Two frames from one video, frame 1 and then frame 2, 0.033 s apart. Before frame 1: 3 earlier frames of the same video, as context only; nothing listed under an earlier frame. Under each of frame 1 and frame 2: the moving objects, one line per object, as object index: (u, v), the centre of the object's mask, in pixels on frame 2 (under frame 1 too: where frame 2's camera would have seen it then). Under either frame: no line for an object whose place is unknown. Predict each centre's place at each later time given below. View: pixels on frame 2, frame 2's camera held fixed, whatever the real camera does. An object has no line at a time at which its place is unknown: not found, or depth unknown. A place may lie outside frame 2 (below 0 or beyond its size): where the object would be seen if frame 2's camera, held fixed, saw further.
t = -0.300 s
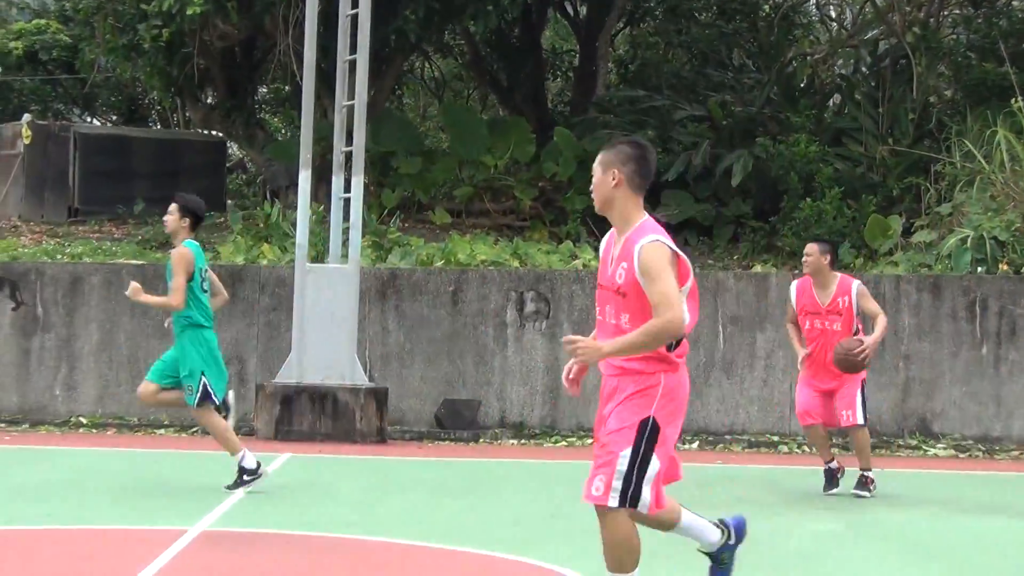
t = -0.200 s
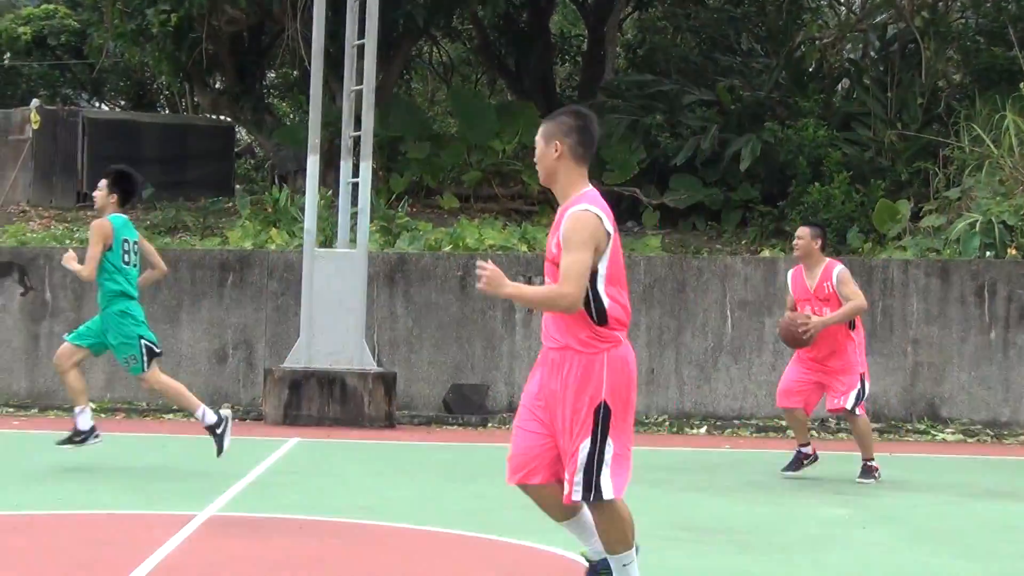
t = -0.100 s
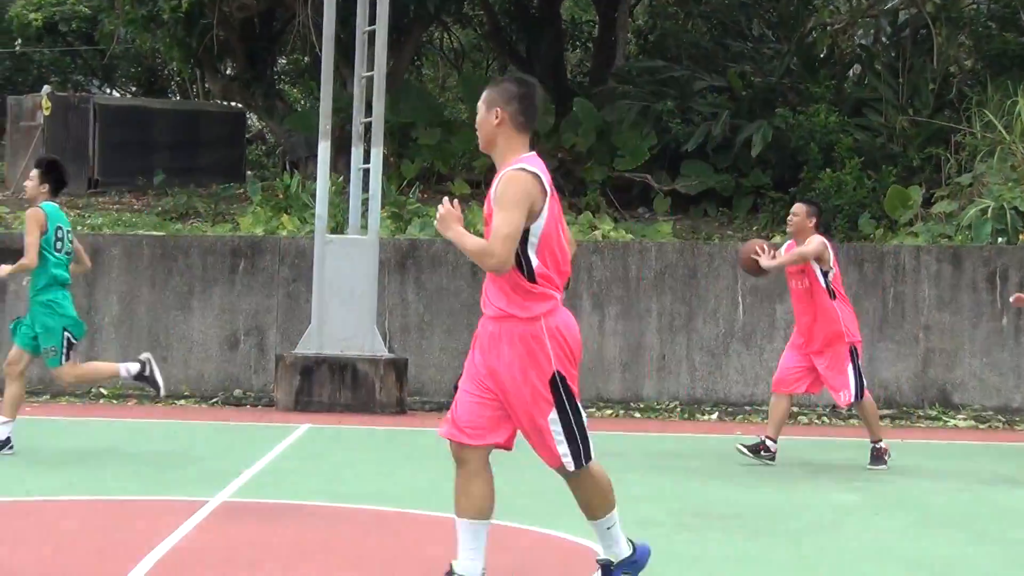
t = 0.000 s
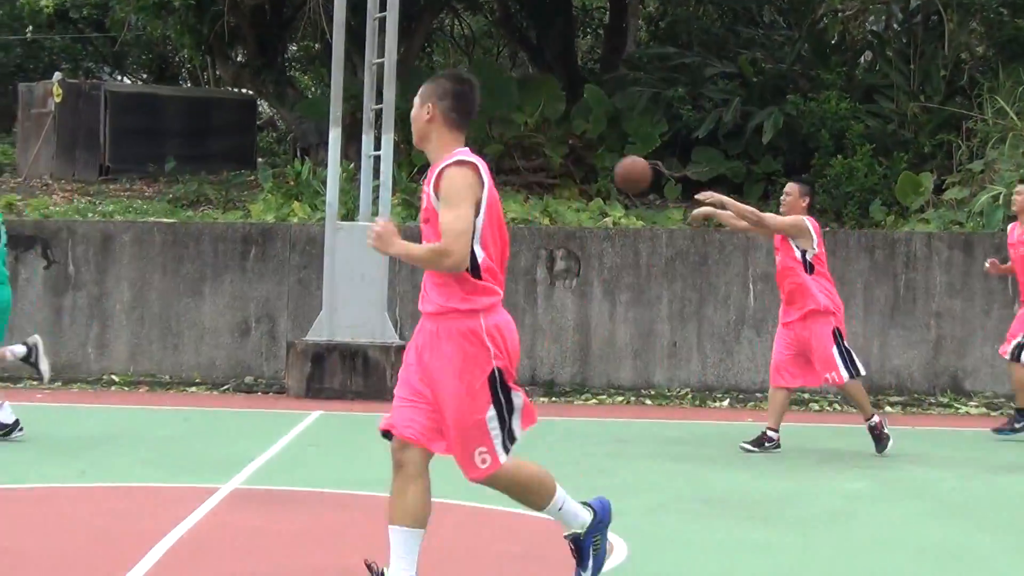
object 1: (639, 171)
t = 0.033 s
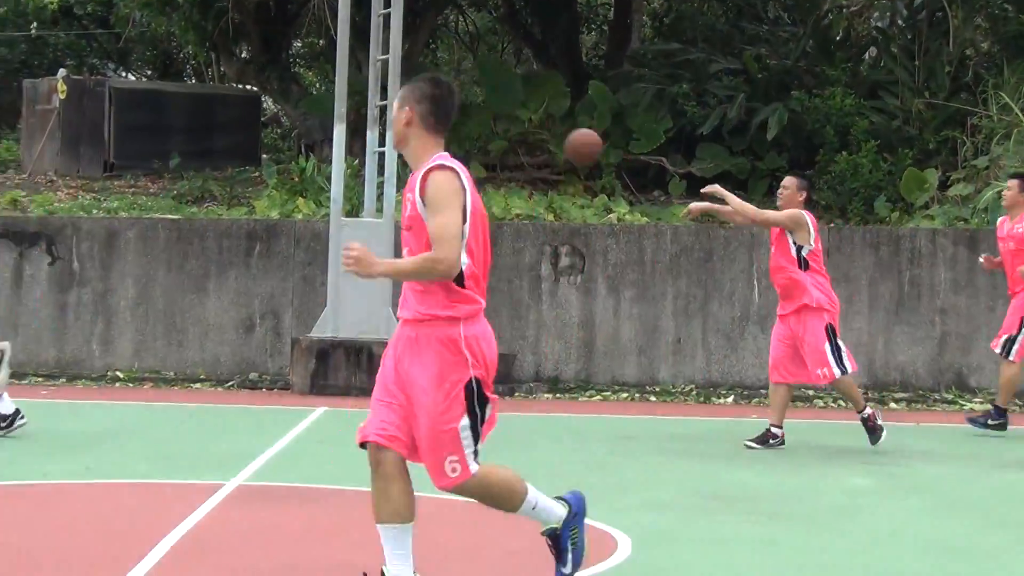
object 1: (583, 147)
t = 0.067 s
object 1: (528, 126)
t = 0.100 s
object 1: (475, 105)
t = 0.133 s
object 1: (422, 87)
